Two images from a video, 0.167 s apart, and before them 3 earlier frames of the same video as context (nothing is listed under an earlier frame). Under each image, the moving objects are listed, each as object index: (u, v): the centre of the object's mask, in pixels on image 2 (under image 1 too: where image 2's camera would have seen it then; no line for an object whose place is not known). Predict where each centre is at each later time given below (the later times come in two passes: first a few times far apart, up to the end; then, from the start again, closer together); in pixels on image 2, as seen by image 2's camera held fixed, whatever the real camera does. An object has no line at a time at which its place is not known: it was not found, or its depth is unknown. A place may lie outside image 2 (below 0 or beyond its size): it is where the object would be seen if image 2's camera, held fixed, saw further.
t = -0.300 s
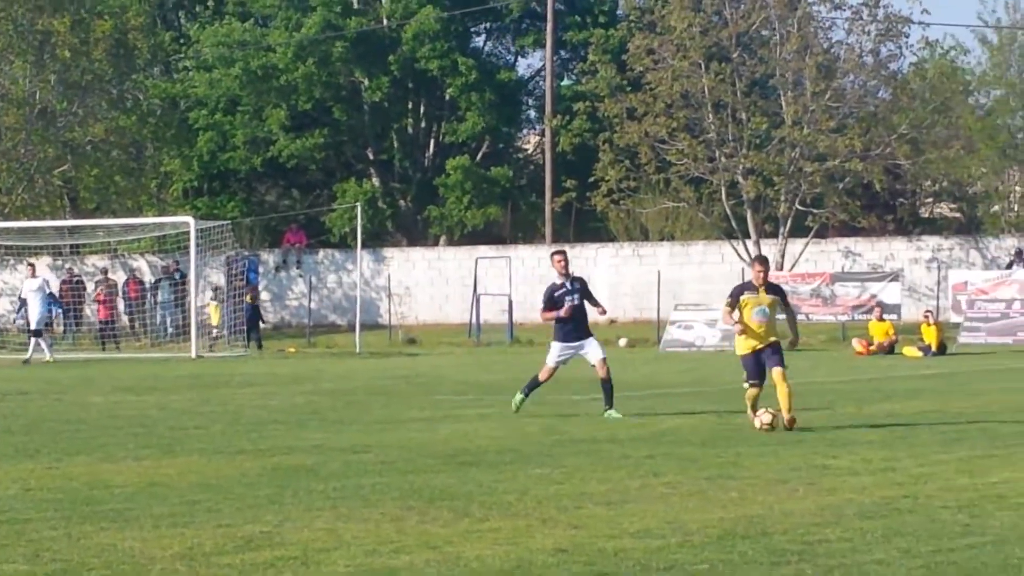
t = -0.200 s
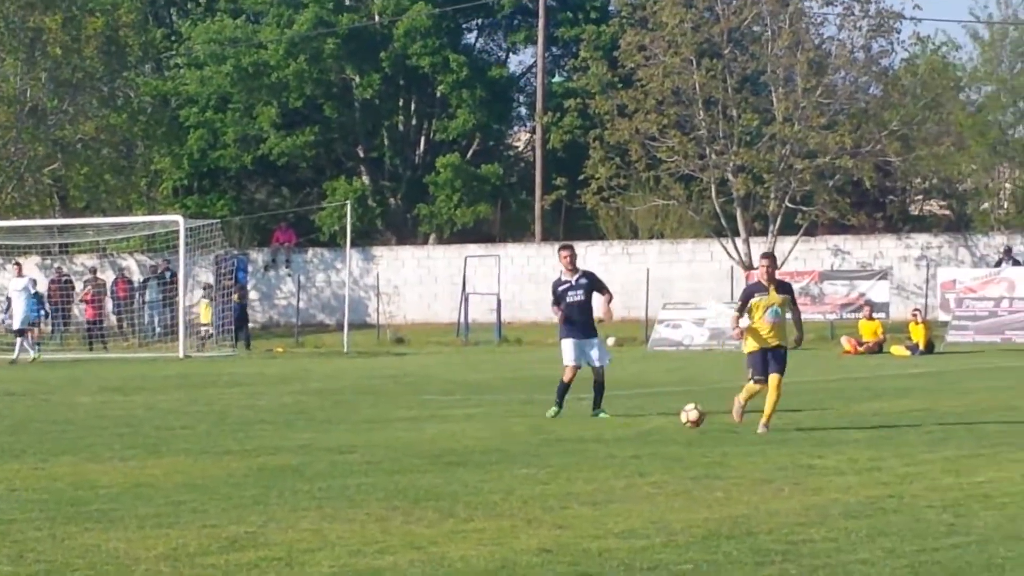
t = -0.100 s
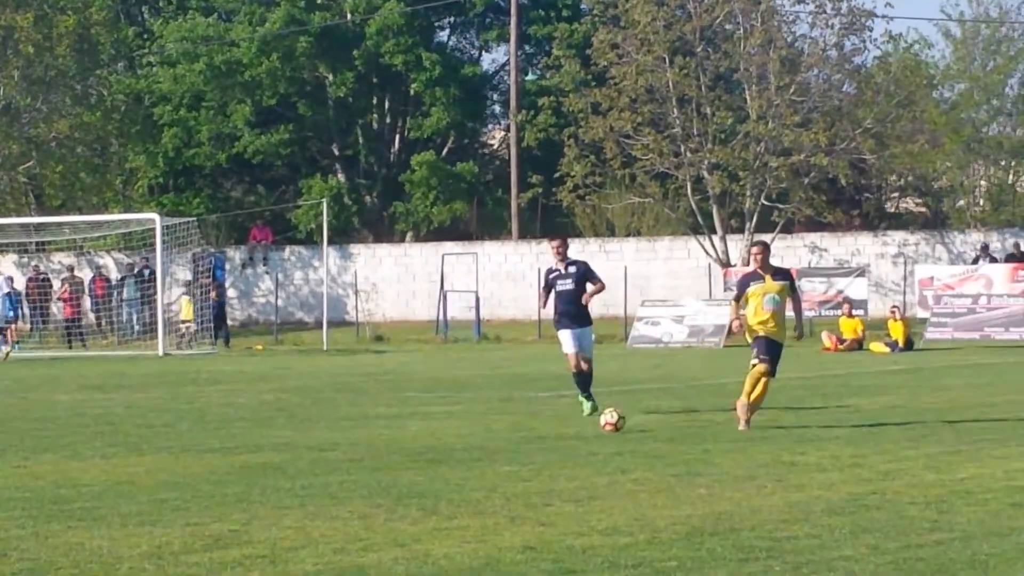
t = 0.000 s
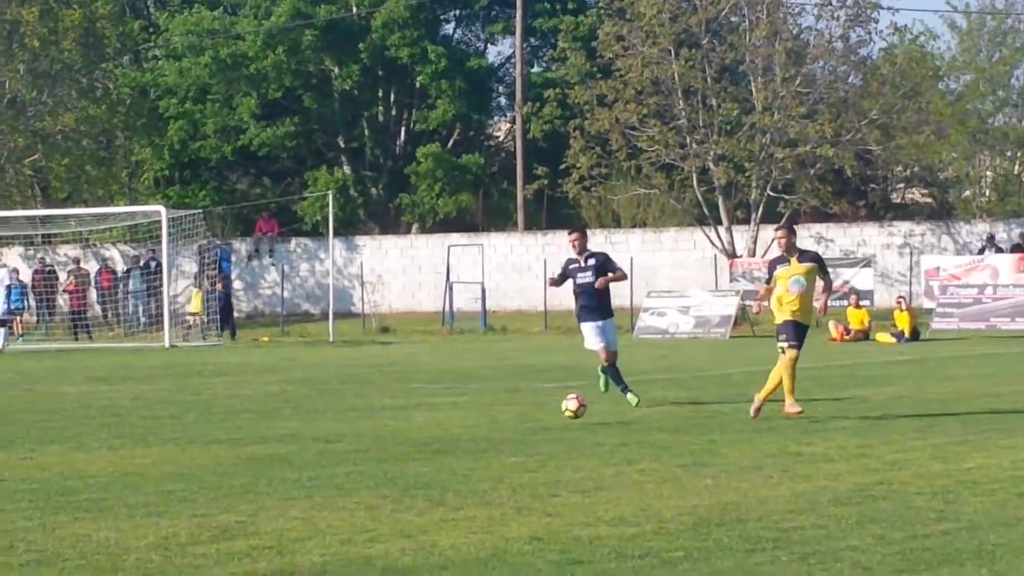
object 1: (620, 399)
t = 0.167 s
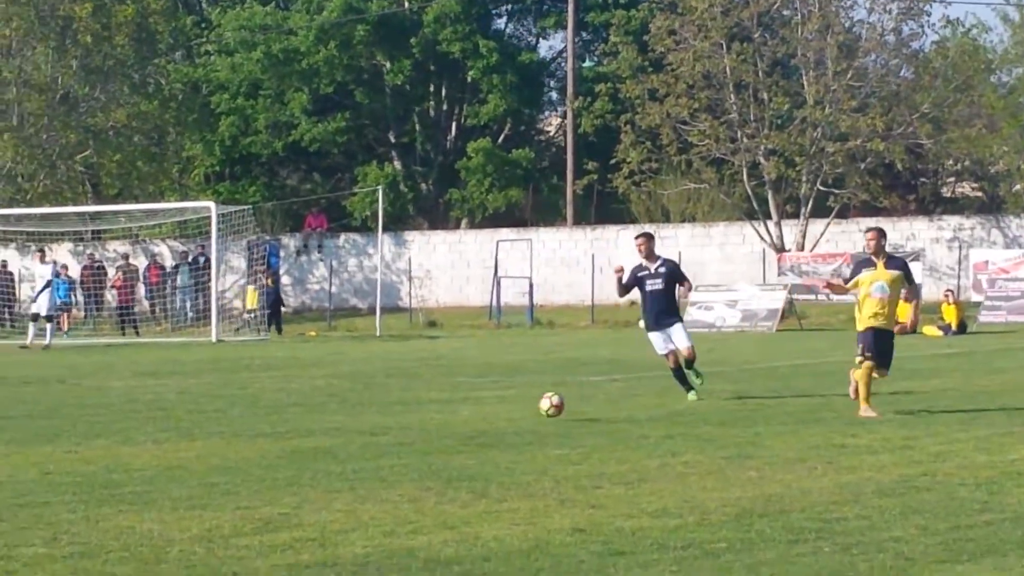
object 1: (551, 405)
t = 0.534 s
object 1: (402, 416)
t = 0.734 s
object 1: (319, 420)
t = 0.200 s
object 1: (538, 410)
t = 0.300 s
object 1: (499, 404)
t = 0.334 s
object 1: (485, 402)
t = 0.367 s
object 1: (471, 402)
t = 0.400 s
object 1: (457, 404)
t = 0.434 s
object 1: (444, 406)
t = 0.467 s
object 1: (430, 410)
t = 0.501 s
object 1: (416, 415)
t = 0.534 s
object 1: (402, 416)
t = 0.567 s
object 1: (388, 415)
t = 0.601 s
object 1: (374, 414)
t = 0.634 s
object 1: (360, 415)
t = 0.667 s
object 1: (345, 417)
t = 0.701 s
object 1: (332, 420)
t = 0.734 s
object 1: (319, 420)
